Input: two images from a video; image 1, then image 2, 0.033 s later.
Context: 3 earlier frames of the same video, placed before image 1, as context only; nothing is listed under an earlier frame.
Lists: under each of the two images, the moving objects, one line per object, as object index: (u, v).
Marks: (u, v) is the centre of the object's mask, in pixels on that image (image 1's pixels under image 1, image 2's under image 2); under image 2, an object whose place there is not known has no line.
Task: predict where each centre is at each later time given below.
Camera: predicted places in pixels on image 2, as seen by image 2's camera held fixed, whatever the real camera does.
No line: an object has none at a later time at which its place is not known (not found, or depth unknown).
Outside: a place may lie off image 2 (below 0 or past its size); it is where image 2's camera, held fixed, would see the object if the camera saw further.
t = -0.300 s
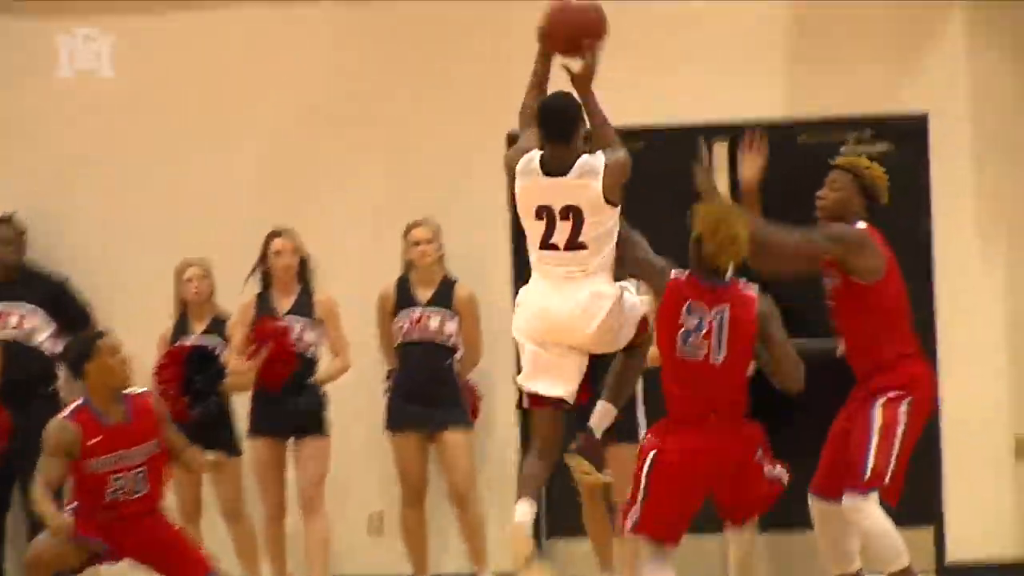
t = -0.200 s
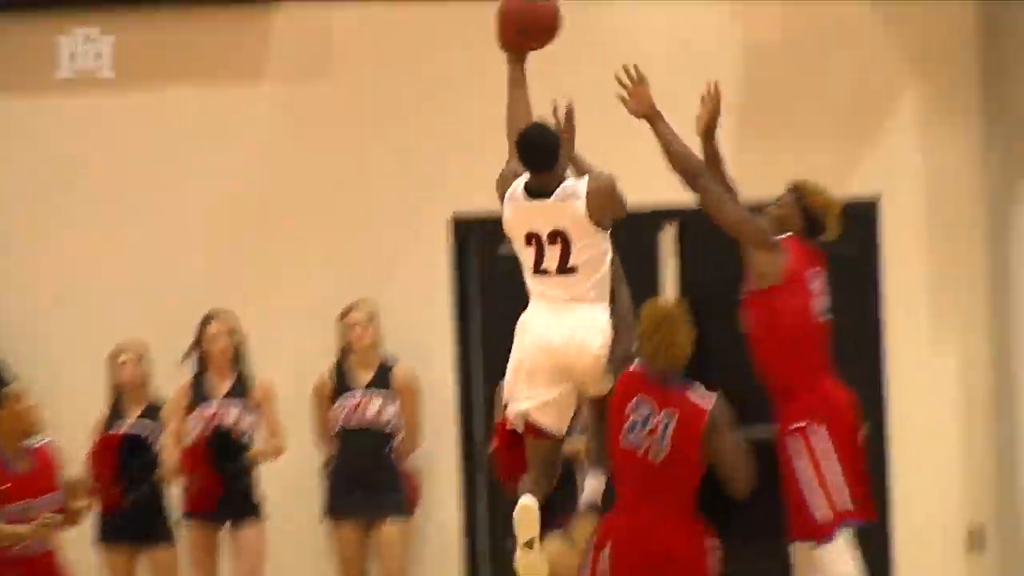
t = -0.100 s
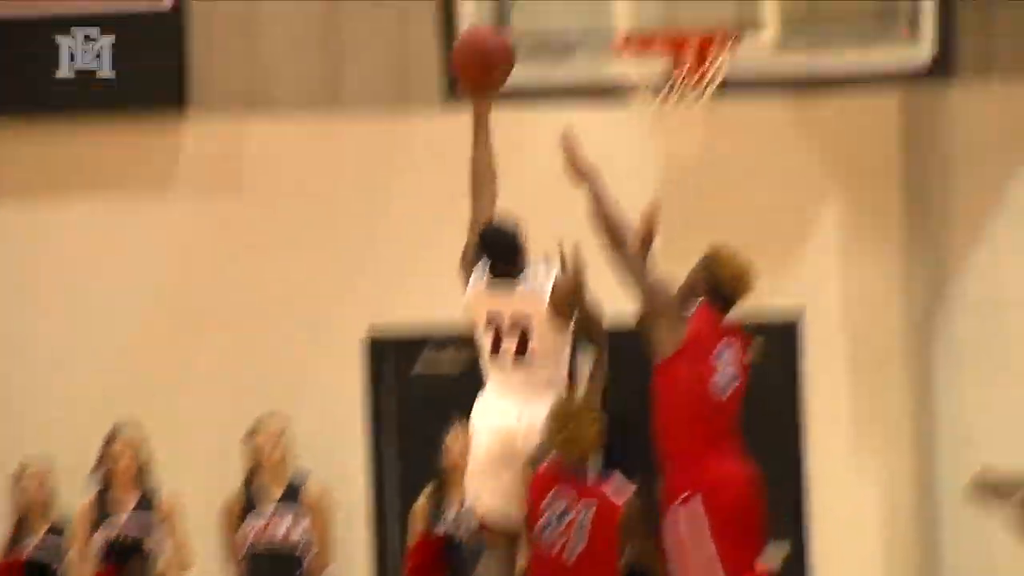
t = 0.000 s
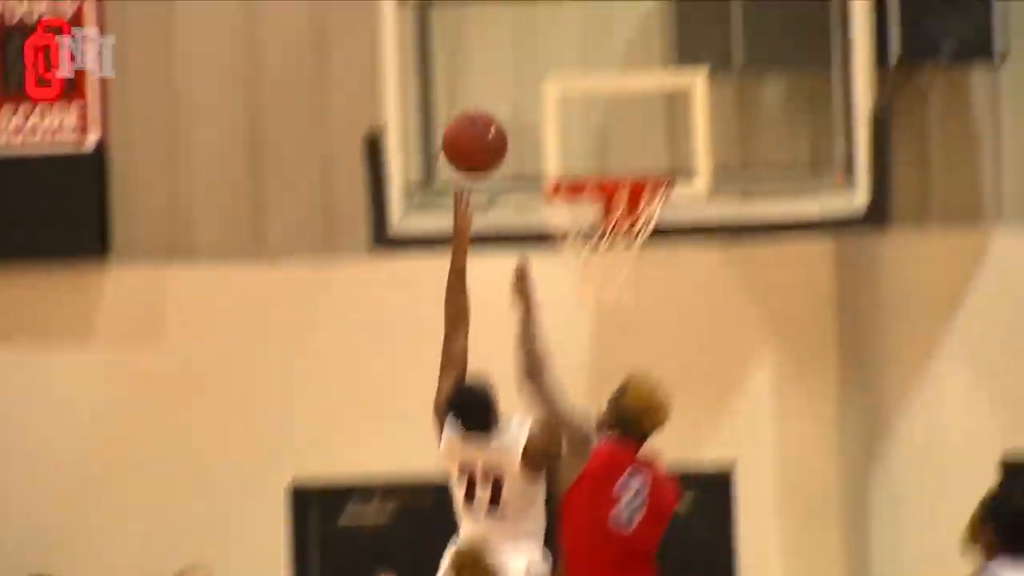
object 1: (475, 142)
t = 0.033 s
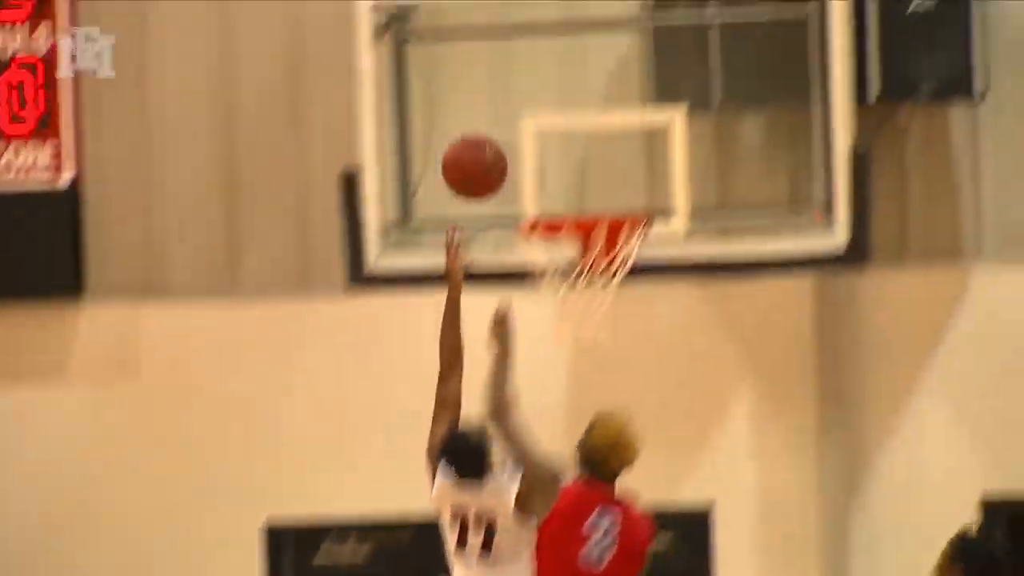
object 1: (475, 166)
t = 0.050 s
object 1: (486, 161)
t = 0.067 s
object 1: (498, 156)
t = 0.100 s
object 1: (522, 149)
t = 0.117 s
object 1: (534, 146)
